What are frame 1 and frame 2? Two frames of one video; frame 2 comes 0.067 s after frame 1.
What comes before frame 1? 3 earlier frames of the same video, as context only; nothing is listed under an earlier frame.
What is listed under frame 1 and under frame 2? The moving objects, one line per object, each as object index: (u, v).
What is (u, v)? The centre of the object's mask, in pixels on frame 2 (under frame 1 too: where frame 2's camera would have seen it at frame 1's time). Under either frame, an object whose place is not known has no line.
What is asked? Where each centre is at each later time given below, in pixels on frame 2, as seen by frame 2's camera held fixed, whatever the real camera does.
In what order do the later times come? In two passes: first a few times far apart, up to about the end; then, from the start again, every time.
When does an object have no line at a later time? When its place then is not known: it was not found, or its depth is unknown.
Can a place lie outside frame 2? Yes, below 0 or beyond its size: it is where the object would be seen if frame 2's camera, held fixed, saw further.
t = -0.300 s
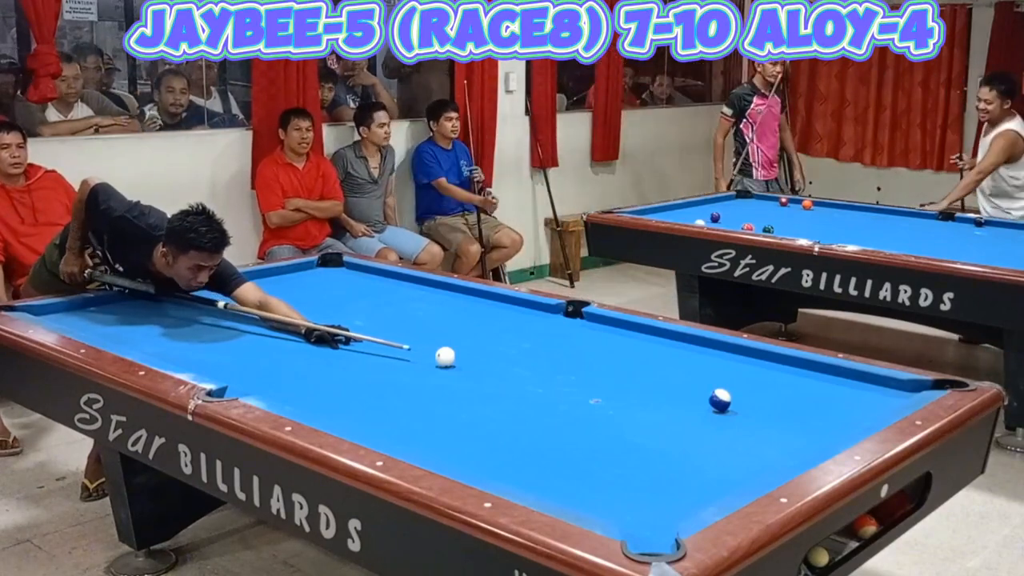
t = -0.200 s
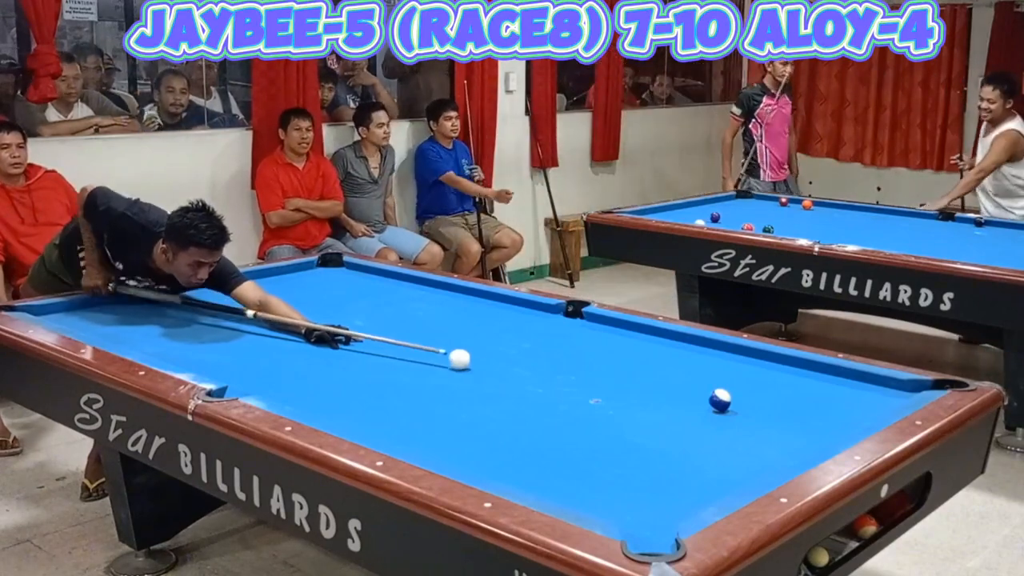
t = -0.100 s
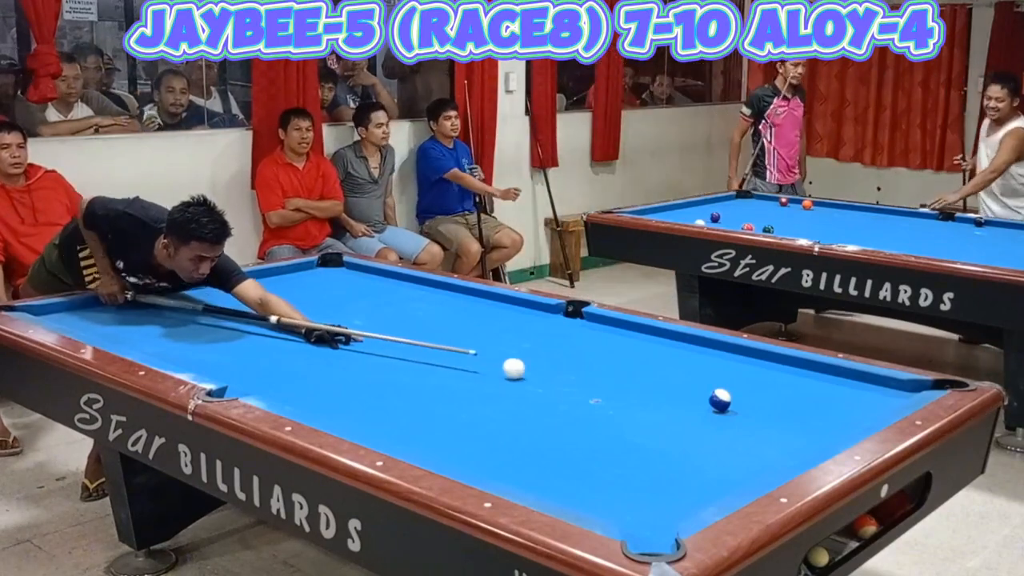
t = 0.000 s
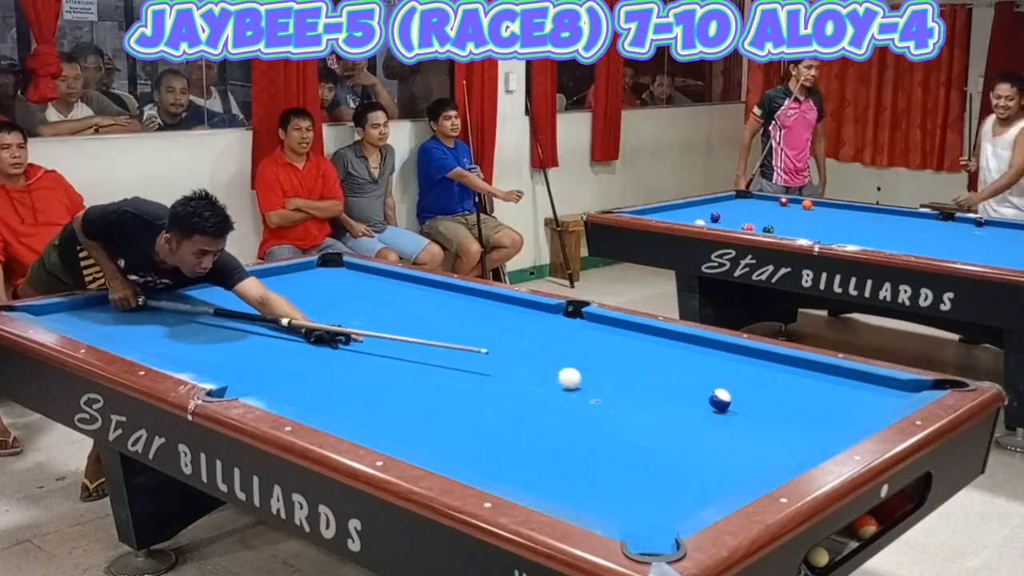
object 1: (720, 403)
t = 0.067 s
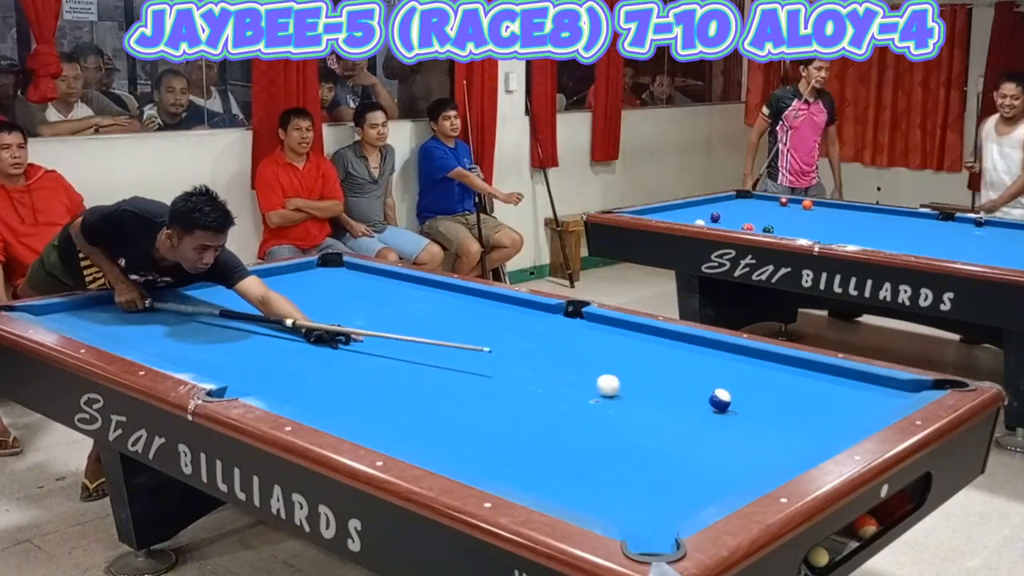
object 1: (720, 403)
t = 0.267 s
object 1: (742, 402)
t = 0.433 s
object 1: (791, 398)
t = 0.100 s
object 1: (721, 404)
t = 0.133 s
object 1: (720, 403)
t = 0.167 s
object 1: (720, 403)
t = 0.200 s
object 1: (720, 403)
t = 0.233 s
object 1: (728, 402)
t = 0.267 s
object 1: (742, 402)
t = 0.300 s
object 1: (753, 400)
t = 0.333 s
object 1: (764, 400)
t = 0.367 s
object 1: (773, 400)
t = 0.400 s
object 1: (783, 400)
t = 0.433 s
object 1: (791, 398)
